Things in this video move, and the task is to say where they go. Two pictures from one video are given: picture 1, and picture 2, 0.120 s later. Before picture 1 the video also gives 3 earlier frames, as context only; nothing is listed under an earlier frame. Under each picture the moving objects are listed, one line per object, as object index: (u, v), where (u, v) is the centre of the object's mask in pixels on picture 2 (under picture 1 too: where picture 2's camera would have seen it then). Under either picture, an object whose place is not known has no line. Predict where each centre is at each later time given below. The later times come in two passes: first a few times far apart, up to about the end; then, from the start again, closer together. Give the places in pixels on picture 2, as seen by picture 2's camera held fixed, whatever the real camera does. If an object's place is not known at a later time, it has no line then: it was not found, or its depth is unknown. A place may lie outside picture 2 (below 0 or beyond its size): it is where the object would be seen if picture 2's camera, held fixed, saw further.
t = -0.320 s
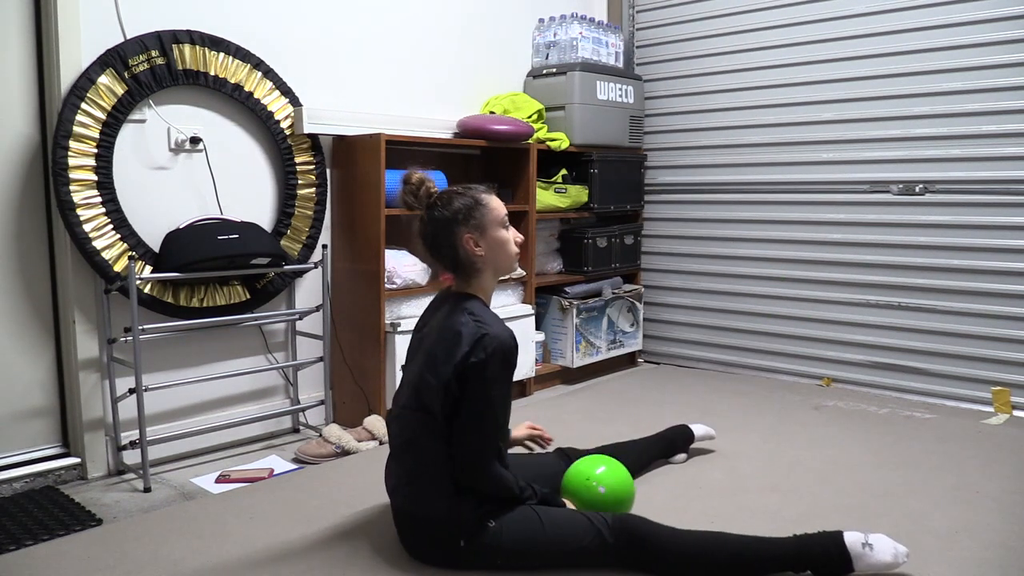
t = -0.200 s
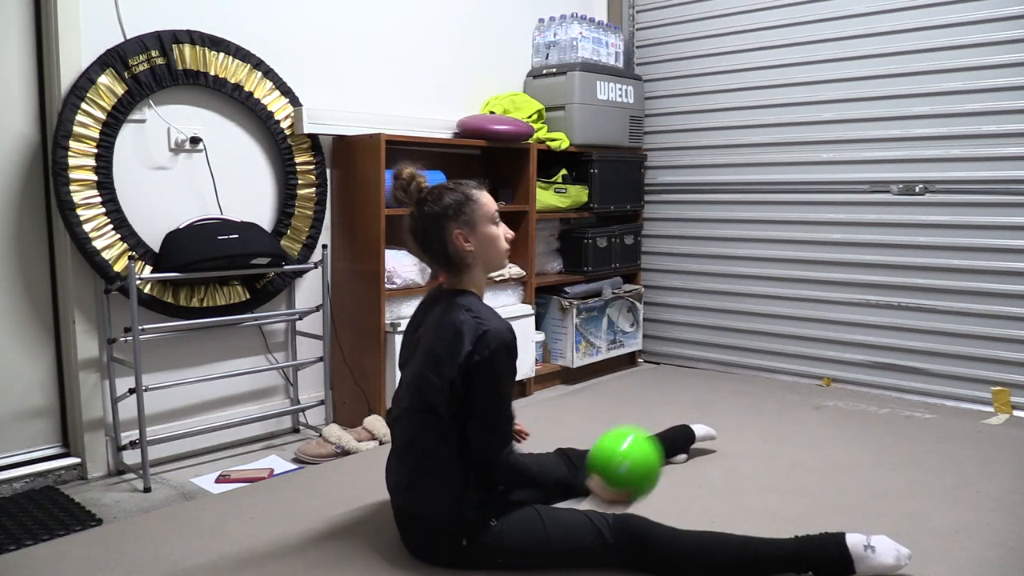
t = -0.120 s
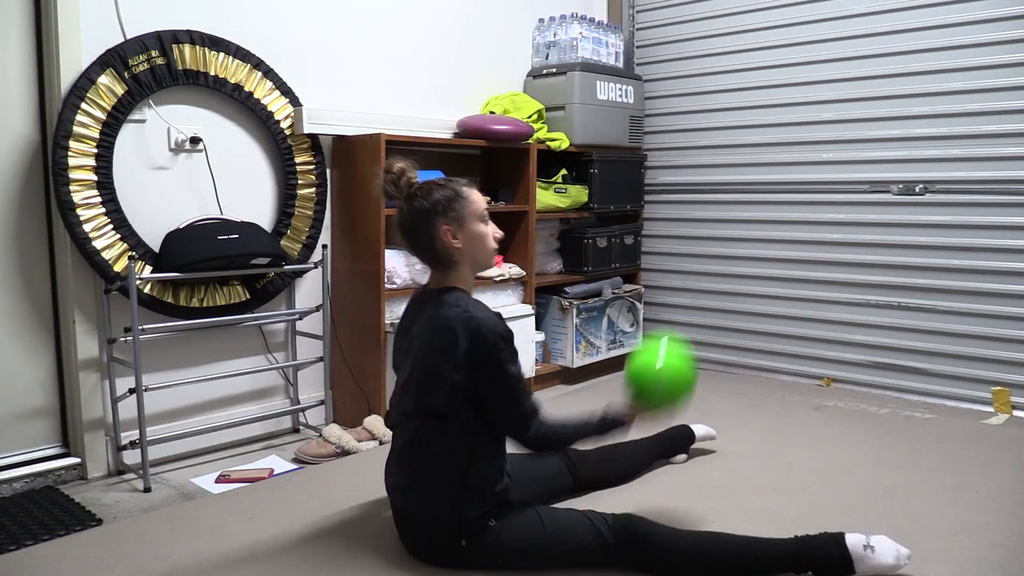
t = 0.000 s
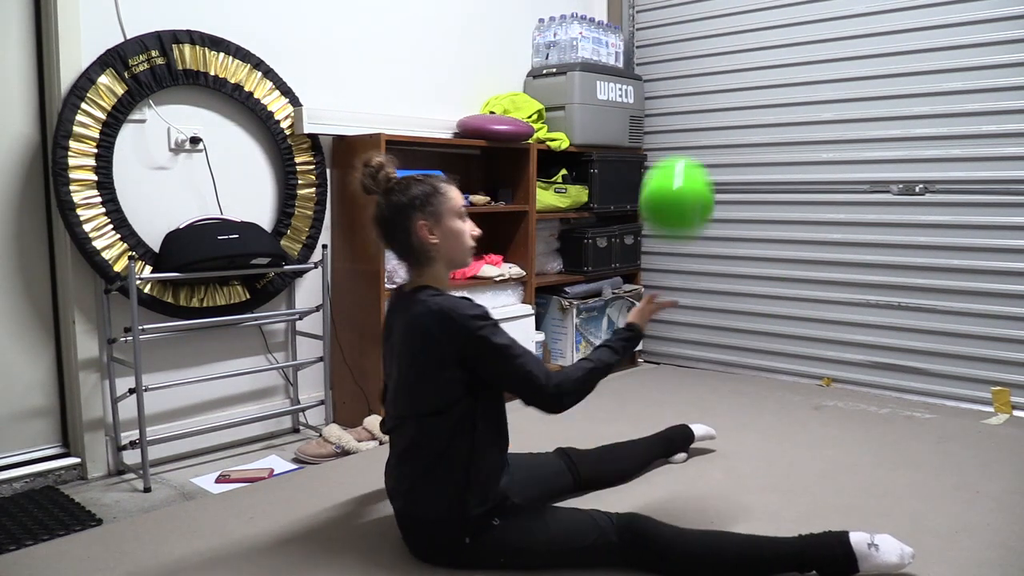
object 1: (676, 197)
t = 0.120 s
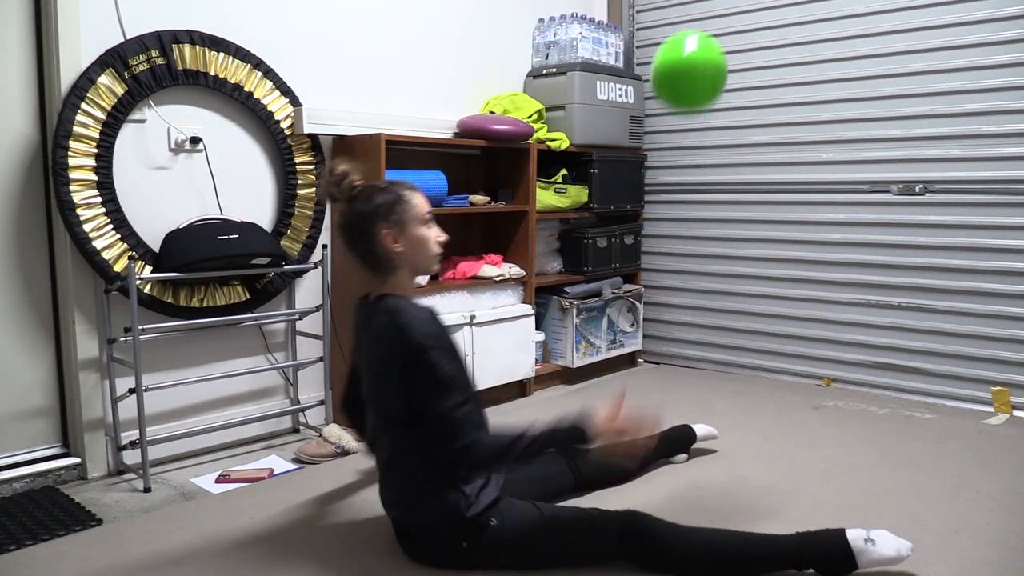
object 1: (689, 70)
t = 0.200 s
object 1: (696, 27)
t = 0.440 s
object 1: (719, 27)
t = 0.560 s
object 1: (730, 108)
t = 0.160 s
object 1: (693, 41)
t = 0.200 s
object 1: (696, 27)
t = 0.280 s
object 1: (703, 14)
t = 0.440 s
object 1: (719, 27)
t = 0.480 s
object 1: (723, 42)
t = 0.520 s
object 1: (727, 72)
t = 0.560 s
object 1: (730, 108)
